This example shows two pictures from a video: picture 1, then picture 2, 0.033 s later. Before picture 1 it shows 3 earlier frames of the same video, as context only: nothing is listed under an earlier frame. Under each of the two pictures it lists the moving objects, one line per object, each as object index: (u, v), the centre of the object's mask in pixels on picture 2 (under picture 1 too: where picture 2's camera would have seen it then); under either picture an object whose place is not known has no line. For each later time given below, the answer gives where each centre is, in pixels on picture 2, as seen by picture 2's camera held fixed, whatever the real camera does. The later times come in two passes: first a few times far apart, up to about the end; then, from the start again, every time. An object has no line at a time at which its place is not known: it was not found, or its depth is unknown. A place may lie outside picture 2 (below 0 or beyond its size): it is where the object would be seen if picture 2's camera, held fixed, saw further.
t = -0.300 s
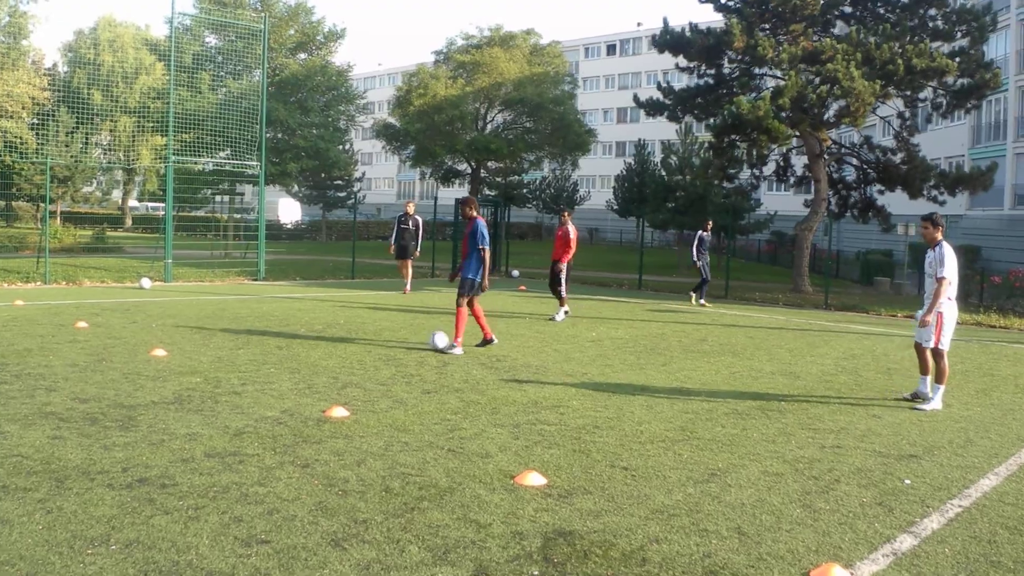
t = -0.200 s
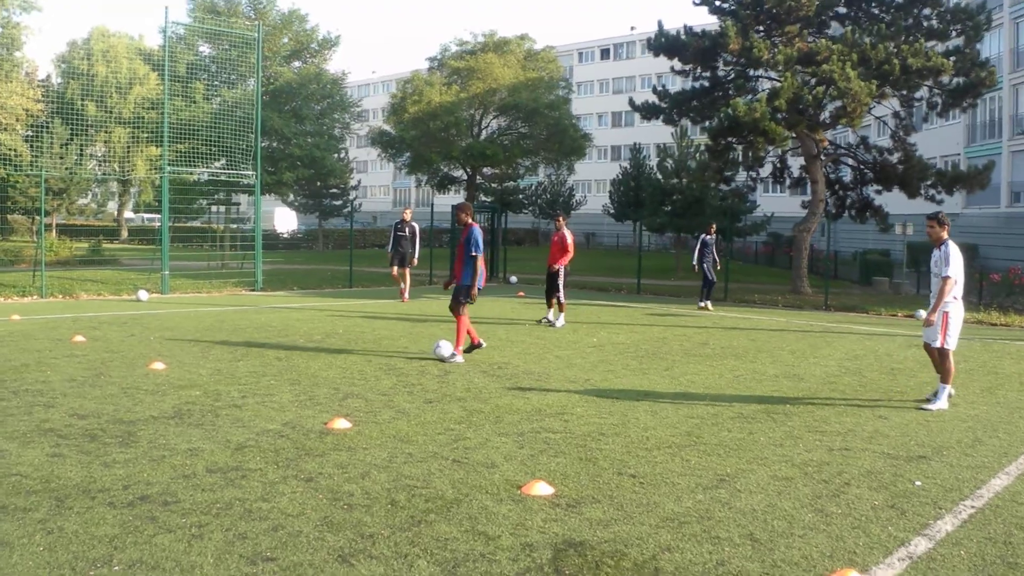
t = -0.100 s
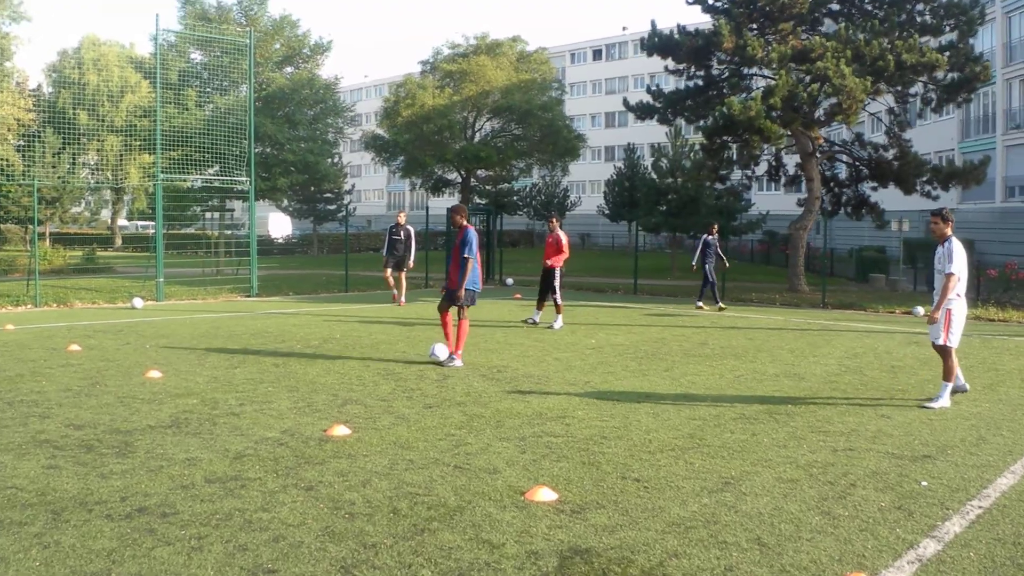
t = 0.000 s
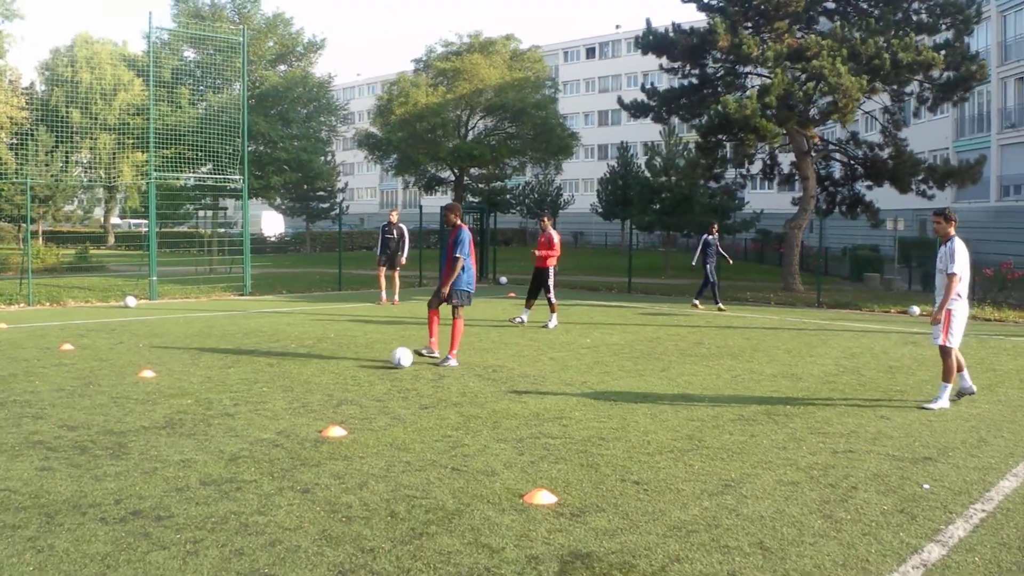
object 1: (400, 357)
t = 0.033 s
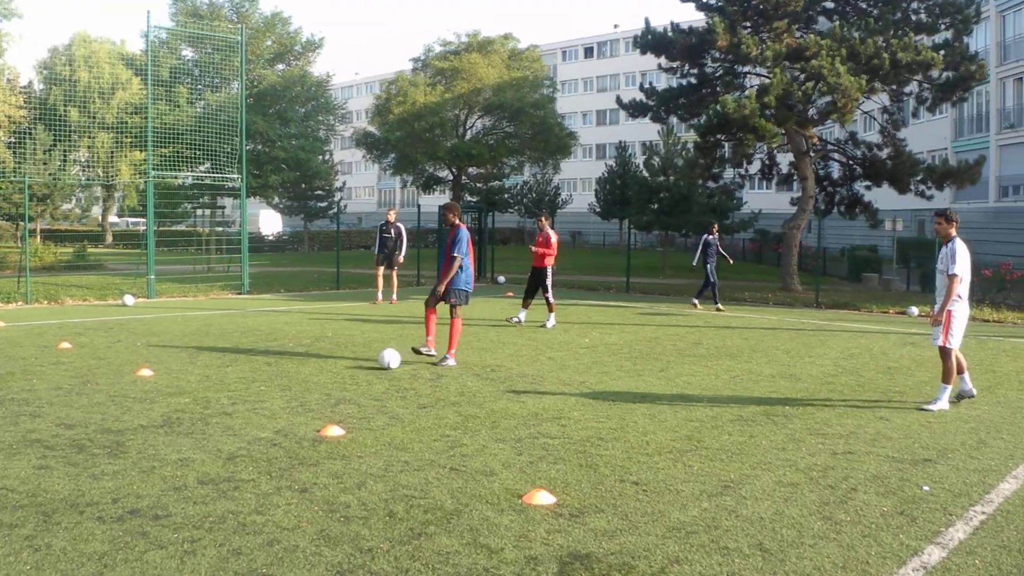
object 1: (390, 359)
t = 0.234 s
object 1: (336, 366)
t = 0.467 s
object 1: (281, 375)
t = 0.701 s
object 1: (223, 383)
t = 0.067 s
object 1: (380, 359)
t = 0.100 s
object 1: (370, 360)
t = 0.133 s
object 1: (360, 363)
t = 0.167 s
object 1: (352, 364)
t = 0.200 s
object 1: (344, 364)
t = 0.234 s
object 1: (336, 366)
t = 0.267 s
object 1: (328, 368)
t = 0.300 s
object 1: (320, 369)
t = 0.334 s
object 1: (312, 370)
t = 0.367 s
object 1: (304, 371)
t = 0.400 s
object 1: (296, 373)
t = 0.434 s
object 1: (288, 374)
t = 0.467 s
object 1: (281, 375)
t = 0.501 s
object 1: (272, 375)
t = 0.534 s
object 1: (264, 378)
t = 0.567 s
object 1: (256, 379)
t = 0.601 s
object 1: (247, 381)
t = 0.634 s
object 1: (239, 381)
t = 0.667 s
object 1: (231, 381)
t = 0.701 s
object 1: (223, 383)
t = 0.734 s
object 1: (214, 385)
